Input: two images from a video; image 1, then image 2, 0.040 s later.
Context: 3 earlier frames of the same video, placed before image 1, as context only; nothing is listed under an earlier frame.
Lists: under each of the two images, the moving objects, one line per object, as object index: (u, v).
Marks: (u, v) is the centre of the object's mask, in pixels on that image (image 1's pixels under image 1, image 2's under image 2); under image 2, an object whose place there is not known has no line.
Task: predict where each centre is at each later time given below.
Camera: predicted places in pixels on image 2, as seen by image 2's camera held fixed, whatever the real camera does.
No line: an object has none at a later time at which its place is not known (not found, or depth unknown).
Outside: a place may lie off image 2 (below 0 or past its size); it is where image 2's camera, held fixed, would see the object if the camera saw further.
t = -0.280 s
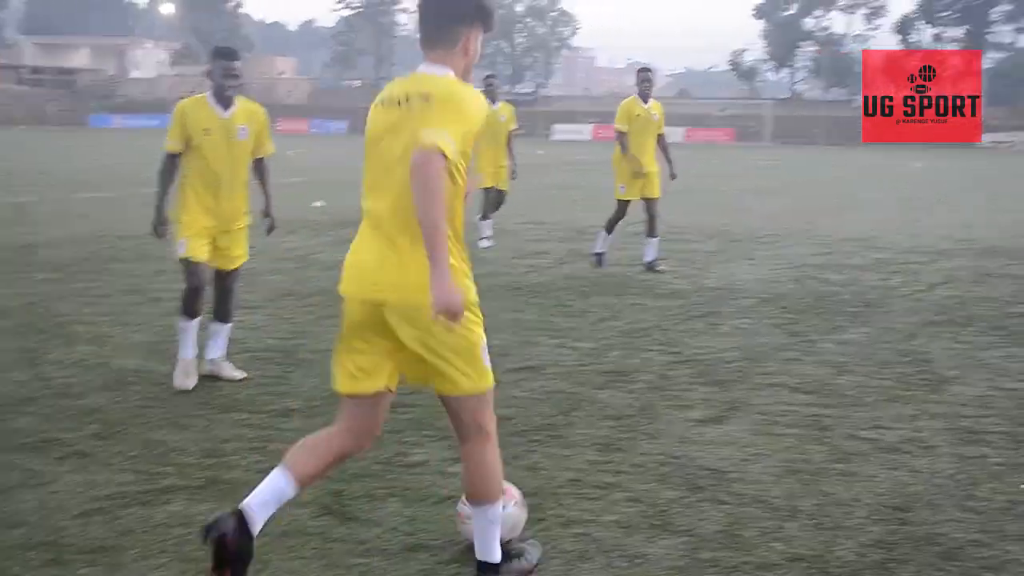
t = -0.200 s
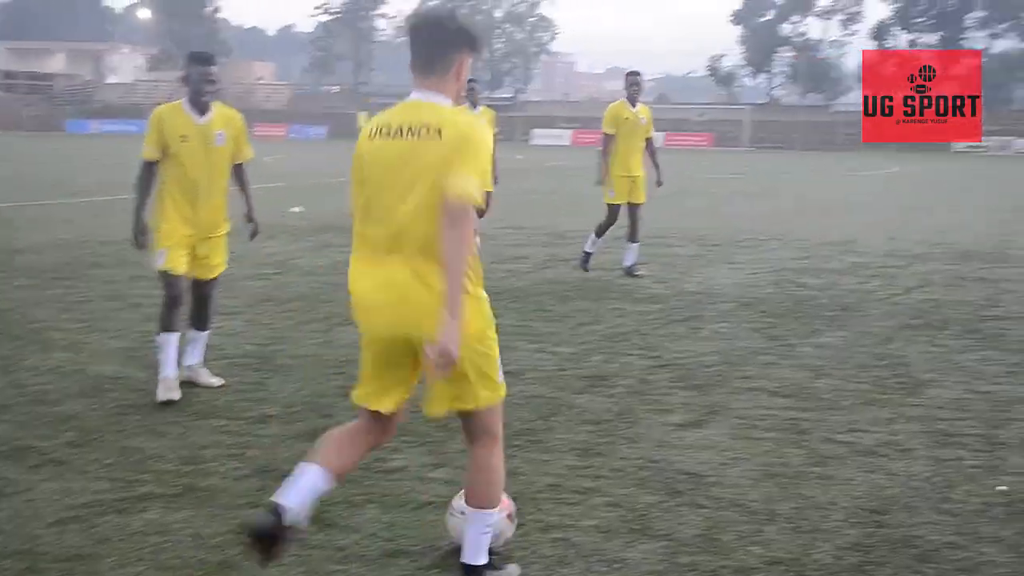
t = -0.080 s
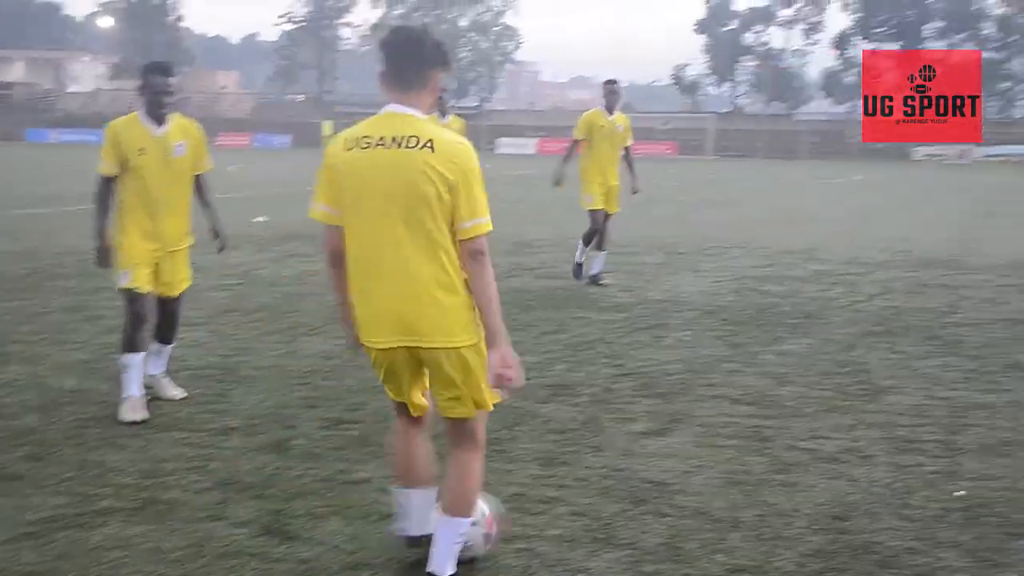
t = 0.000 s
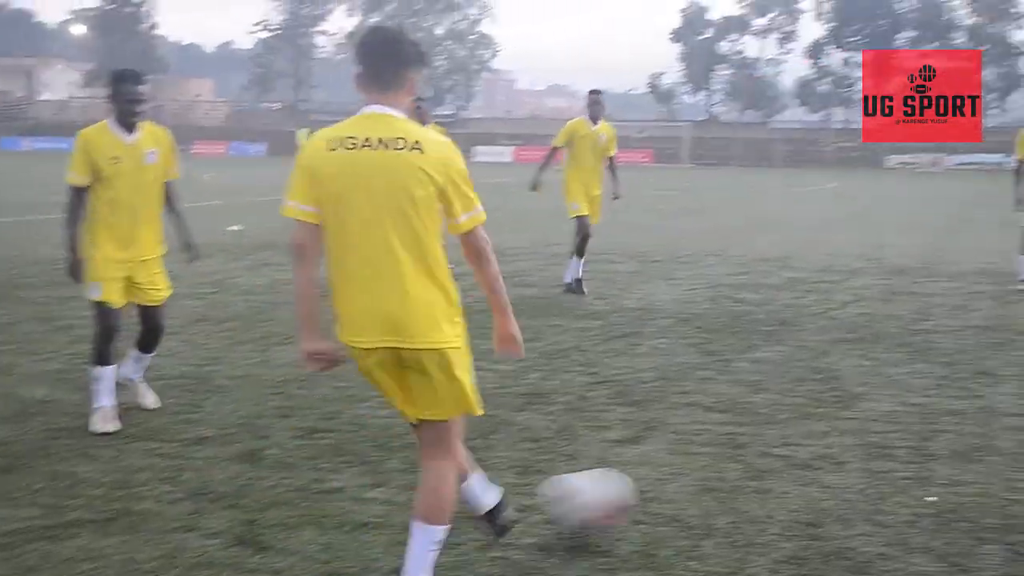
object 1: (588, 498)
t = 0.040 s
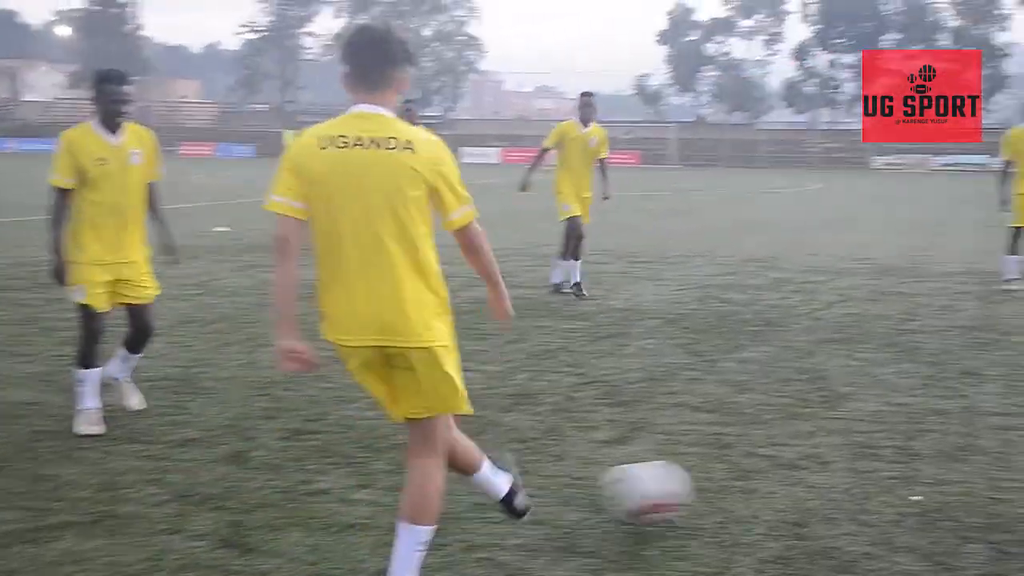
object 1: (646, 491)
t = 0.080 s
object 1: (716, 488)
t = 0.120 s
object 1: (774, 476)
